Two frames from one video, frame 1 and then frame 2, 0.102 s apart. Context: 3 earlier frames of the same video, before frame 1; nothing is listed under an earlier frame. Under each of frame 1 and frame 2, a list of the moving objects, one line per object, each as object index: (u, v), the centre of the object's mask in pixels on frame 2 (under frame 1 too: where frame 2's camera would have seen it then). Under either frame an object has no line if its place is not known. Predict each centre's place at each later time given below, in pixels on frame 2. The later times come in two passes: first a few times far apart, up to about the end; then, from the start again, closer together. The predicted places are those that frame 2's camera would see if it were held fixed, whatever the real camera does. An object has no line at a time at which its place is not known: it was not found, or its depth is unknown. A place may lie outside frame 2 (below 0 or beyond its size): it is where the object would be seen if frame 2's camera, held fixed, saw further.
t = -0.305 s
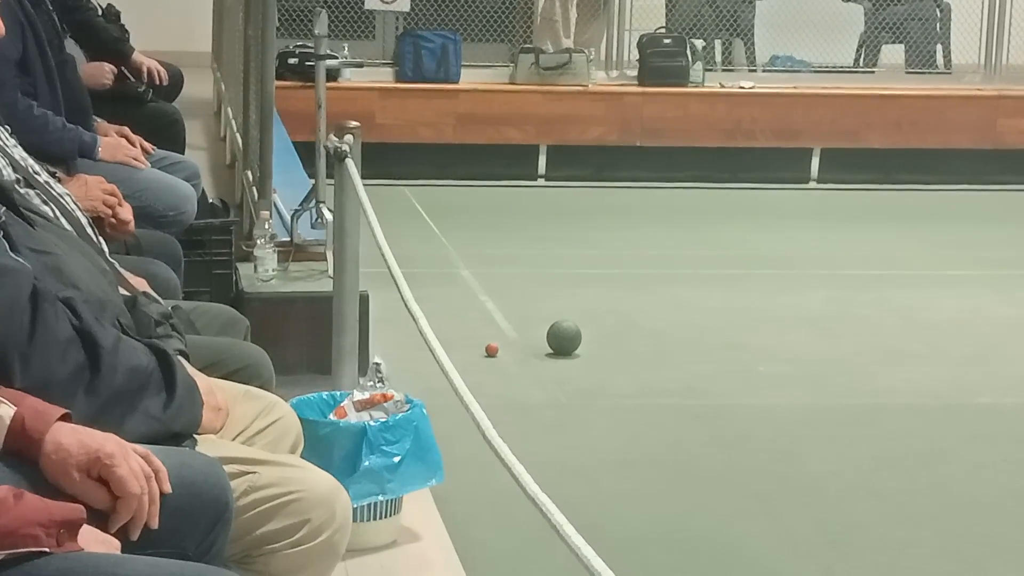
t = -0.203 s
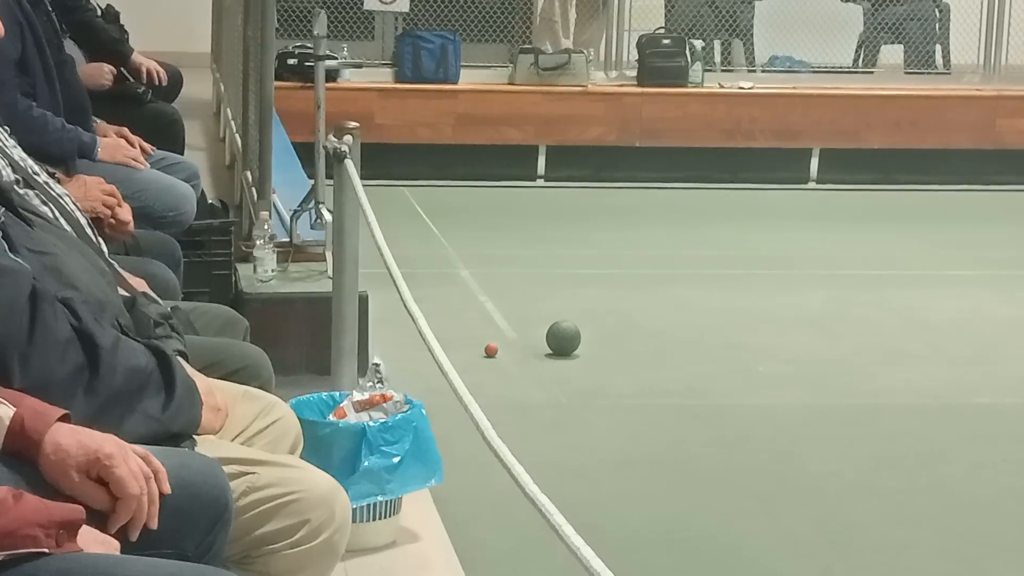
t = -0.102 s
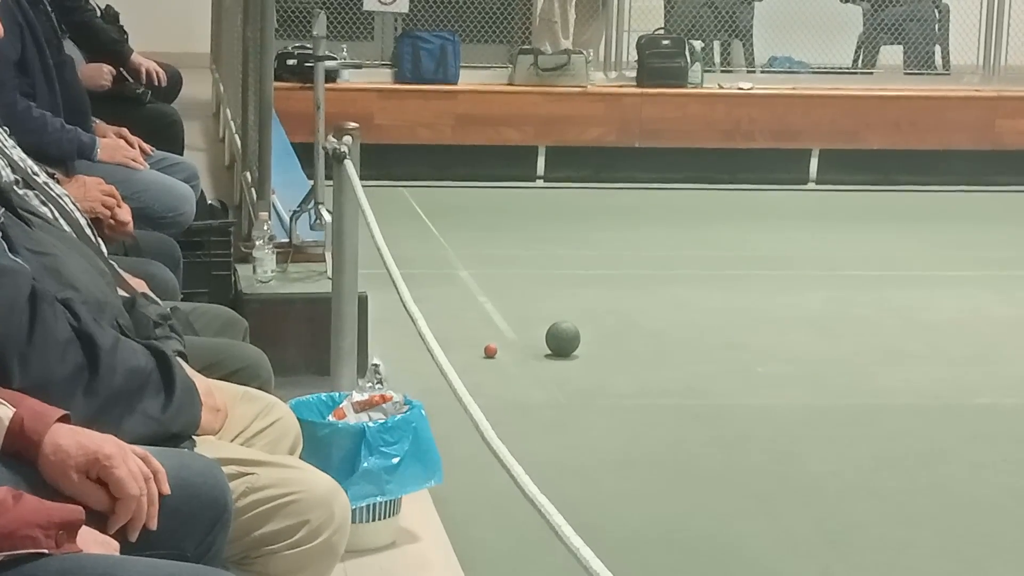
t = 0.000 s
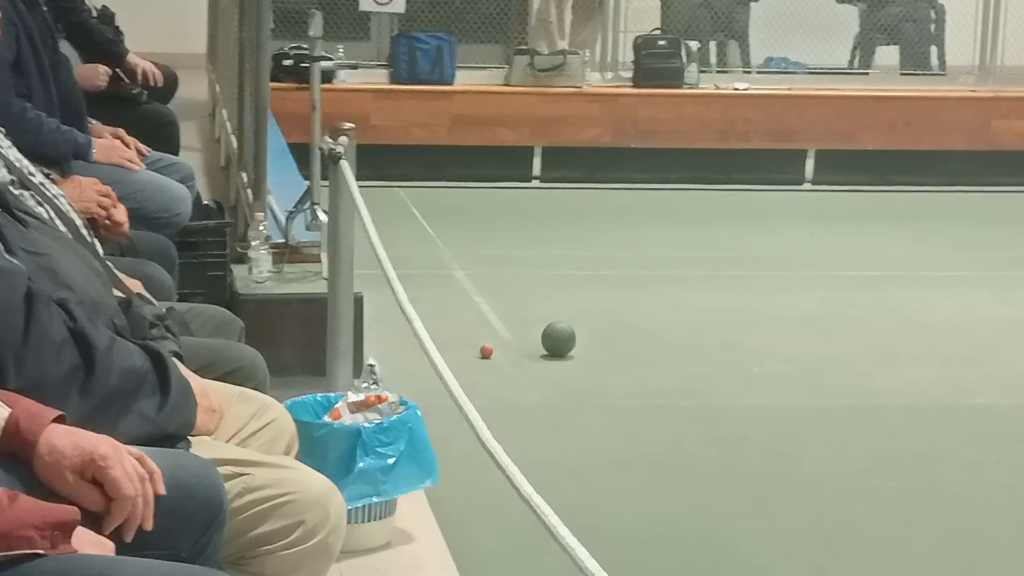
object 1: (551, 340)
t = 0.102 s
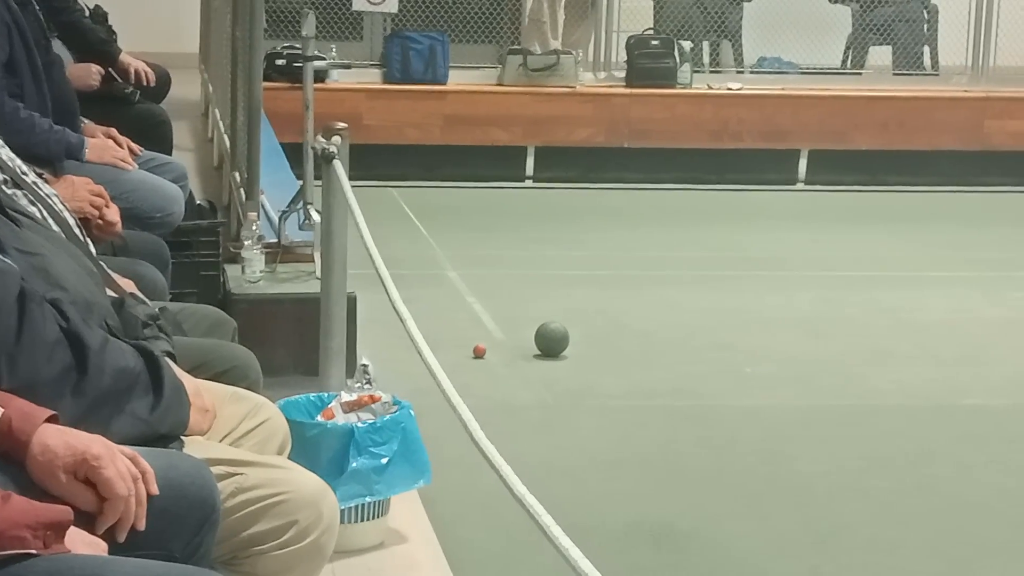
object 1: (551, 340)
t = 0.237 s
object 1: (551, 339)
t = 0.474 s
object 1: (551, 340)
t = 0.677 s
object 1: (428, 318)
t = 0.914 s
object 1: (384, 306)
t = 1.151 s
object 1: (472, 285)
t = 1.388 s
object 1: (522, 269)
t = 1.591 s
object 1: (561, 256)
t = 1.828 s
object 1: (603, 243)
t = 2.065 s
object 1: (641, 230)
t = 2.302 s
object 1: (676, 219)
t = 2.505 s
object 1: (703, 211)
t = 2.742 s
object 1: (733, 199)
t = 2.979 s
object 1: (761, 191)
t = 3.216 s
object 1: (788, 181)
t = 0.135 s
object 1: (551, 340)
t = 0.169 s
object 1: (551, 340)
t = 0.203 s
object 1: (551, 340)
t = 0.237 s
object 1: (551, 339)
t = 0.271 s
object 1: (551, 340)
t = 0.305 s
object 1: (551, 339)
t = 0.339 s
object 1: (551, 340)
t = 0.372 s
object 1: (551, 340)
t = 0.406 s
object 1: (551, 339)
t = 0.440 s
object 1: (551, 339)
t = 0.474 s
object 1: (551, 340)
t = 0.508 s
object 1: (551, 339)
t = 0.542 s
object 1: (544, 339)
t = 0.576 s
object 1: (515, 329)
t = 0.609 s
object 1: (484, 322)
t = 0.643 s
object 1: (455, 319)
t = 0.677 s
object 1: (428, 318)
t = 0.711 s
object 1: (392, 322)
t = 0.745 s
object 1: (370, 318)
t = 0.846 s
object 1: (362, 311)
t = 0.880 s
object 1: (370, 306)
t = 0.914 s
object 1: (384, 306)
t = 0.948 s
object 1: (409, 299)
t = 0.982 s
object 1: (418, 298)
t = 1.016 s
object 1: (431, 296)
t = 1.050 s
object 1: (443, 293)
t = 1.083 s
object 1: (454, 290)
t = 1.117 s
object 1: (464, 288)
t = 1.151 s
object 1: (472, 285)
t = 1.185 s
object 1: (479, 283)
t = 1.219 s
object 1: (486, 281)
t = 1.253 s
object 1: (494, 278)
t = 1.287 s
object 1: (501, 276)
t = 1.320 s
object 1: (509, 273)
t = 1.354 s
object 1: (515, 271)
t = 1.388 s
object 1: (522, 269)
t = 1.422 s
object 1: (529, 267)
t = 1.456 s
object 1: (536, 265)
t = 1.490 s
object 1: (542, 262)
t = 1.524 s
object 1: (548, 260)
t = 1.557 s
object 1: (555, 258)
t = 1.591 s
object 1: (561, 256)
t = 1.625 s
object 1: (567, 254)
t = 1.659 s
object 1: (573, 252)
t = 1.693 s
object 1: (580, 250)
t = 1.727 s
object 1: (585, 248)
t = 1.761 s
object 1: (591, 246)
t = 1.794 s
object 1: (597, 244)
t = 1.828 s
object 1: (603, 243)
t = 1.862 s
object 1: (608, 241)
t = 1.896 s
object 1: (614, 239)
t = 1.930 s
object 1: (619, 237)
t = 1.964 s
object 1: (625, 235)
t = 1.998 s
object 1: (630, 234)
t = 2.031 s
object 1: (635, 232)
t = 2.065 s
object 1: (641, 230)
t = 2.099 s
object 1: (646, 228)
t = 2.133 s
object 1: (651, 227)
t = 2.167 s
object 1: (656, 225)
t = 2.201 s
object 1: (661, 224)
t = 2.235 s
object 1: (666, 222)
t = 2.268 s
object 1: (671, 221)
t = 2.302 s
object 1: (676, 219)
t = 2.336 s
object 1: (680, 218)
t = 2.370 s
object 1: (685, 216)
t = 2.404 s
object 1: (689, 215)
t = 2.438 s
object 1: (694, 213)
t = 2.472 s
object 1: (699, 212)
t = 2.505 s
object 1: (703, 211)
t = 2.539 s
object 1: (707, 209)
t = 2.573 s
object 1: (711, 208)
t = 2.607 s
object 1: (716, 205)
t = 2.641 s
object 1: (721, 203)
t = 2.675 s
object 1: (725, 202)
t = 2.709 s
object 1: (729, 200)
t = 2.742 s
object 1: (733, 199)
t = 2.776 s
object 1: (737, 198)
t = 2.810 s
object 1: (742, 196)
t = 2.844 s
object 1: (745, 195)
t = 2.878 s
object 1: (749, 194)
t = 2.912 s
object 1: (754, 193)
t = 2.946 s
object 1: (757, 192)
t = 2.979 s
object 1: (761, 191)
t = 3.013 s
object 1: (765, 189)
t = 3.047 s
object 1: (768, 188)
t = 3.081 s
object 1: (772, 187)
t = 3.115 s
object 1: (777, 185)
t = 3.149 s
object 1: (781, 183)
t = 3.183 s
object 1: (784, 183)
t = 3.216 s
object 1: (788, 181)
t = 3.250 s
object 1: (792, 181)
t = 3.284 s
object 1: (795, 181)
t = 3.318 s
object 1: (797, 181)
